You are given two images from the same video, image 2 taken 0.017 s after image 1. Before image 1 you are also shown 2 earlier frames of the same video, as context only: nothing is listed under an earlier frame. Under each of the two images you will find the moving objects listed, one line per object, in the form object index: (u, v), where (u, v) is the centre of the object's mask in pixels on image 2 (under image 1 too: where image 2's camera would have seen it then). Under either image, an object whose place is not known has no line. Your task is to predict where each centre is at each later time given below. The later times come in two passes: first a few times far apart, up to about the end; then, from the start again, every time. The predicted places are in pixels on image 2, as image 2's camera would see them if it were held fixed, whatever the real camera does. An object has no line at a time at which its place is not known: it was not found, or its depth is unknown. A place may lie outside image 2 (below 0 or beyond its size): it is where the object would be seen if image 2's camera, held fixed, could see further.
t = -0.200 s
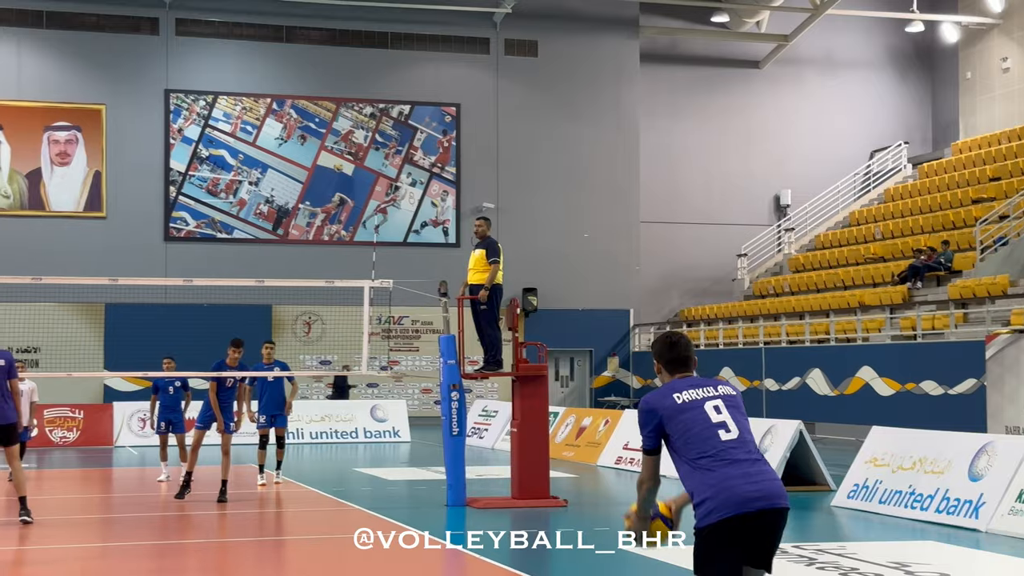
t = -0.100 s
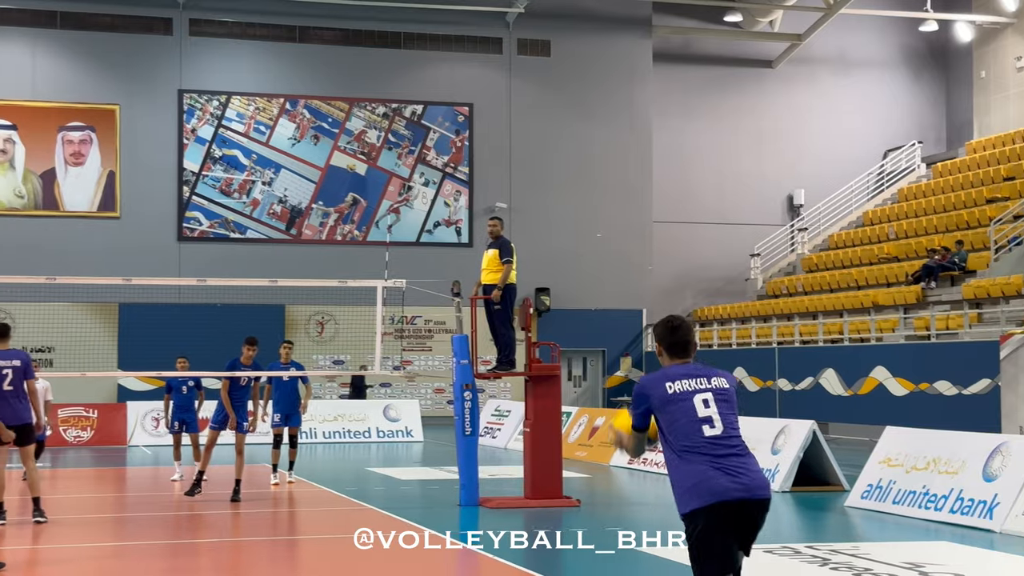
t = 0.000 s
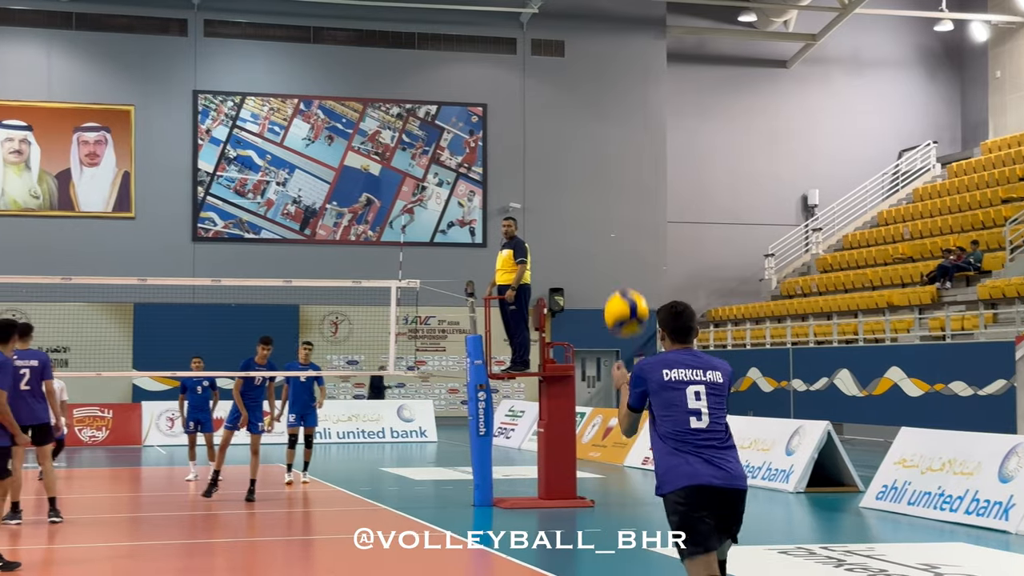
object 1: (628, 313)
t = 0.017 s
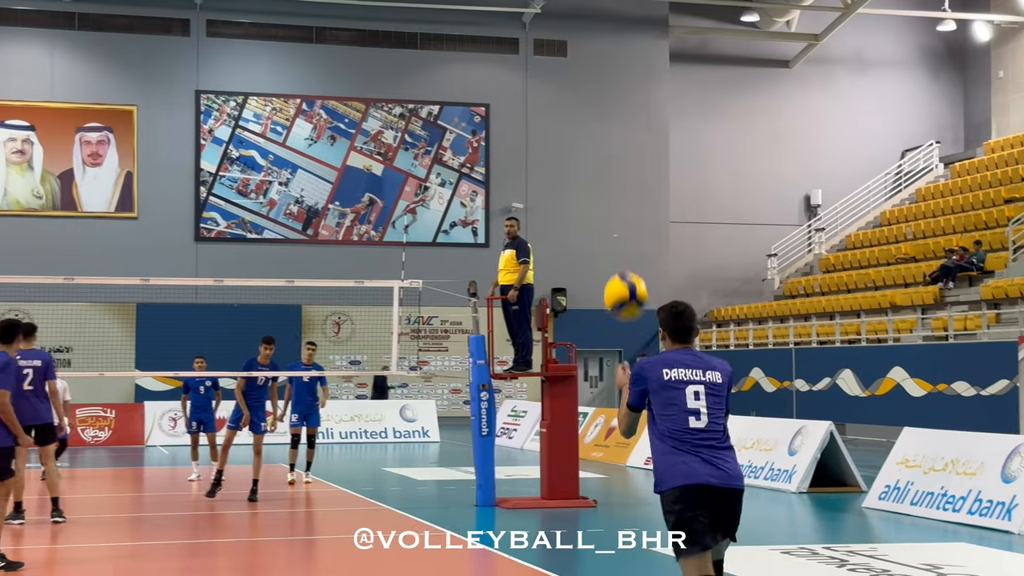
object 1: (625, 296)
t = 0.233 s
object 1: (588, 139)
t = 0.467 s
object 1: (557, 87)
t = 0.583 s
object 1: (544, 97)
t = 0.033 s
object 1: (622, 278)
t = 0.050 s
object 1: (619, 263)
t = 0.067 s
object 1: (616, 248)
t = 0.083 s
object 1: (613, 234)
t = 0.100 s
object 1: (609, 220)
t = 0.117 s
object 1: (606, 208)
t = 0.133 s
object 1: (604, 196)
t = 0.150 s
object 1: (601, 185)
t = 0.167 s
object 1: (598, 175)
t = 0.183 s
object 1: (596, 164)
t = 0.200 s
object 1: (593, 156)
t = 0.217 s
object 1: (590, 147)
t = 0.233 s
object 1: (588, 139)
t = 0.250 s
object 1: (585, 132)
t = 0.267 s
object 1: (583, 125)
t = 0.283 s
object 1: (580, 119)
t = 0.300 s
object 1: (578, 114)
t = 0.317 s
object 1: (576, 109)
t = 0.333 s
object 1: (574, 105)
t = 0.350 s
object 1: (572, 100)
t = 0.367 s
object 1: (569, 97)
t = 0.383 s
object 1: (567, 94)
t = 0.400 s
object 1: (565, 92)
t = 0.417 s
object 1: (563, 90)
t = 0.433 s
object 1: (561, 89)
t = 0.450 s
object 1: (559, 88)
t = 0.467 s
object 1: (557, 87)
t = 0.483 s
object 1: (555, 88)
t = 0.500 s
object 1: (553, 88)
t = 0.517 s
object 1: (551, 89)
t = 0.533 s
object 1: (549, 91)
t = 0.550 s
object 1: (547, 92)
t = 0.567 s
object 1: (545, 95)
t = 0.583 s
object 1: (544, 97)
